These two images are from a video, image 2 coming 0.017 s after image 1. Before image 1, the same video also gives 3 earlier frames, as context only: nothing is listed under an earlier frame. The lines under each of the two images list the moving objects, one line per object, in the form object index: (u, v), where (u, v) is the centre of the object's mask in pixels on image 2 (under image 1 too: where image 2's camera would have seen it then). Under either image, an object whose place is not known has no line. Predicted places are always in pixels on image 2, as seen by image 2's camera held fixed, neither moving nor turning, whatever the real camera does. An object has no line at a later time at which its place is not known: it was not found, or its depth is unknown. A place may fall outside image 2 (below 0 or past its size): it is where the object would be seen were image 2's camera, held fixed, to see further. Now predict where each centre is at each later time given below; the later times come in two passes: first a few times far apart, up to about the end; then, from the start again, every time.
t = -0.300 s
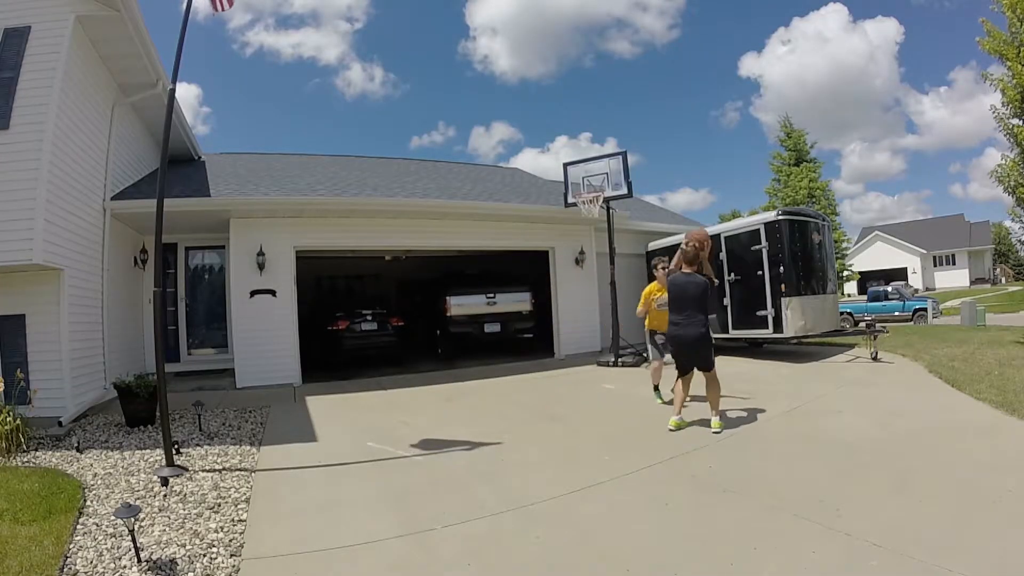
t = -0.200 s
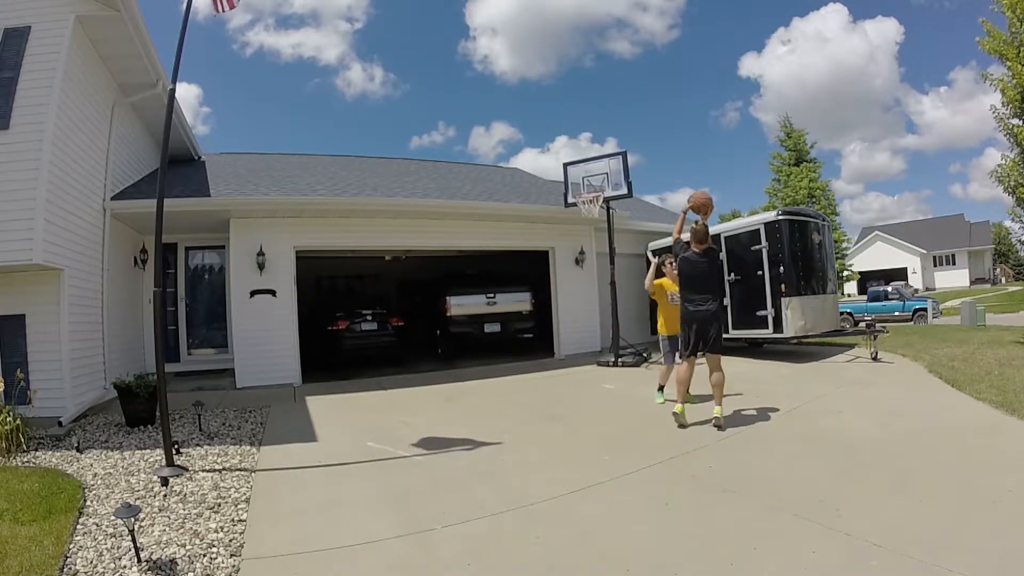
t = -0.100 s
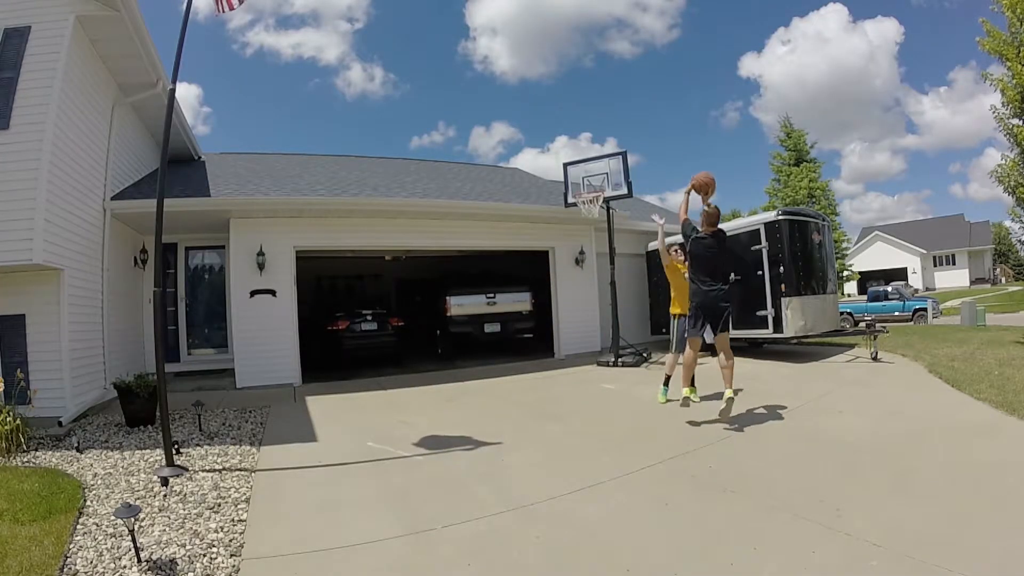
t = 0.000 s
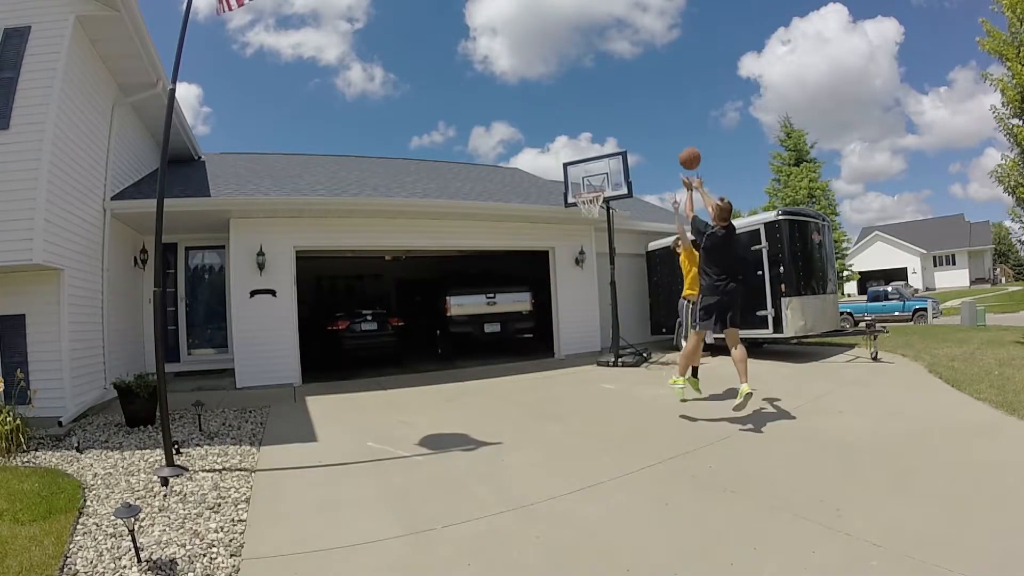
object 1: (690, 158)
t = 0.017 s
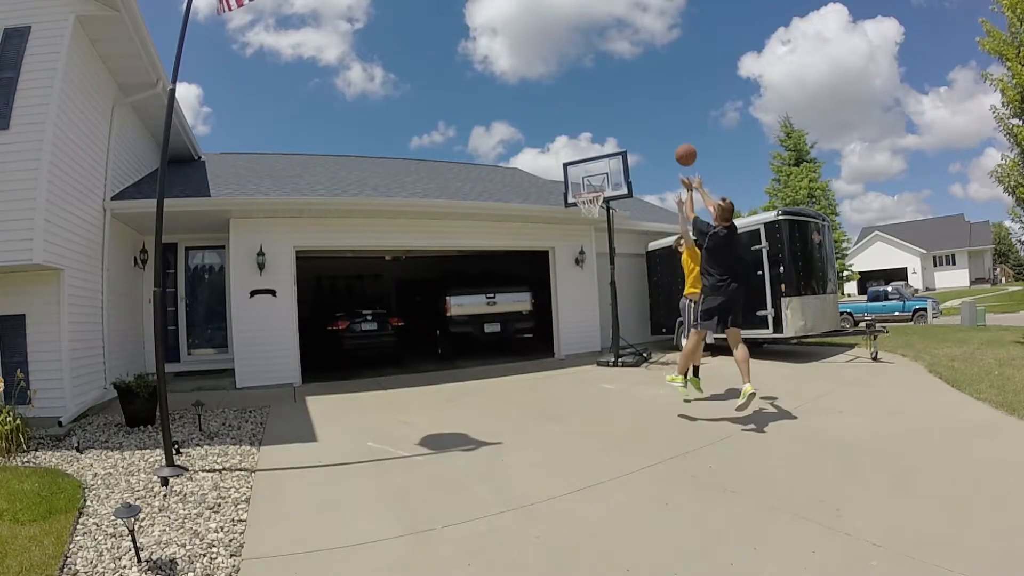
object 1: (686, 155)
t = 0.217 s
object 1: (645, 133)
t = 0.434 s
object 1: (616, 146)
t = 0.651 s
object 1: (595, 184)
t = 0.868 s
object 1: (585, 189)
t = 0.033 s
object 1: (682, 151)
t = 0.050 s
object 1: (678, 148)
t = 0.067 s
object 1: (674, 146)
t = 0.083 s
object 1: (670, 143)
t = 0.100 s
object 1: (667, 141)
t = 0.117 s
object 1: (663, 139)
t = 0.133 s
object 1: (660, 137)
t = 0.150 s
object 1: (657, 136)
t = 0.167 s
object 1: (654, 135)
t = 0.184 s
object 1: (651, 134)
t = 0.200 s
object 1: (648, 134)
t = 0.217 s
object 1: (645, 133)
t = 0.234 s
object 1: (642, 133)
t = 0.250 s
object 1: (640, 133)
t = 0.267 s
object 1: (637, 134)
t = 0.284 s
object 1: (635, 134)
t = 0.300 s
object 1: (632, 135)
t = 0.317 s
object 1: (630, 136)
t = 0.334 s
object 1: (628, 137)
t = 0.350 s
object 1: (625, 138)
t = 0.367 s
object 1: (623, 139)
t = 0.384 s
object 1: (621, 142)
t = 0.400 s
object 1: (619, 144)
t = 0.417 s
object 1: (618, 145)
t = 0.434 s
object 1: (616, 146)
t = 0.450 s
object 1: (614, 149)
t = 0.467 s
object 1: (612, 152)
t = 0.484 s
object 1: (610, 155)
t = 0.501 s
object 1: (608, 158)
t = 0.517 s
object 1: (606, 161)
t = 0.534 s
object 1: (605, 163)
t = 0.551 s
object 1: (603, 167)
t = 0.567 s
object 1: (602, 170)
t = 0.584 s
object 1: (600, 174)
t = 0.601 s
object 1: (599, 178)
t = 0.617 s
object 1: (597, 181)
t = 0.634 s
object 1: (596, 184)
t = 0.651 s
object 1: (595, 184)
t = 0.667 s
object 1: (594, 183)
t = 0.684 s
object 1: (593, 183)
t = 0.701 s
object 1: (592, 183)
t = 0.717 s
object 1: (591, 183)
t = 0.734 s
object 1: (591, 183)
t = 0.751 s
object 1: (590, 183)
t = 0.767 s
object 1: (589, 184)
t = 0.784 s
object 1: (588, 184)
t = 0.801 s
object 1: (587, 184)
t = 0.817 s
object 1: (587, 185)
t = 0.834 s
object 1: (586, 187)
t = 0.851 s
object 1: (586, 188)
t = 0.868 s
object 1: (585, 189)
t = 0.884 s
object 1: (585, 191)
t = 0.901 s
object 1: (585, 190)
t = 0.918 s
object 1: (585, 189)
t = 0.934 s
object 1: (585, 188)
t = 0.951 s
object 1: (585, 188)
